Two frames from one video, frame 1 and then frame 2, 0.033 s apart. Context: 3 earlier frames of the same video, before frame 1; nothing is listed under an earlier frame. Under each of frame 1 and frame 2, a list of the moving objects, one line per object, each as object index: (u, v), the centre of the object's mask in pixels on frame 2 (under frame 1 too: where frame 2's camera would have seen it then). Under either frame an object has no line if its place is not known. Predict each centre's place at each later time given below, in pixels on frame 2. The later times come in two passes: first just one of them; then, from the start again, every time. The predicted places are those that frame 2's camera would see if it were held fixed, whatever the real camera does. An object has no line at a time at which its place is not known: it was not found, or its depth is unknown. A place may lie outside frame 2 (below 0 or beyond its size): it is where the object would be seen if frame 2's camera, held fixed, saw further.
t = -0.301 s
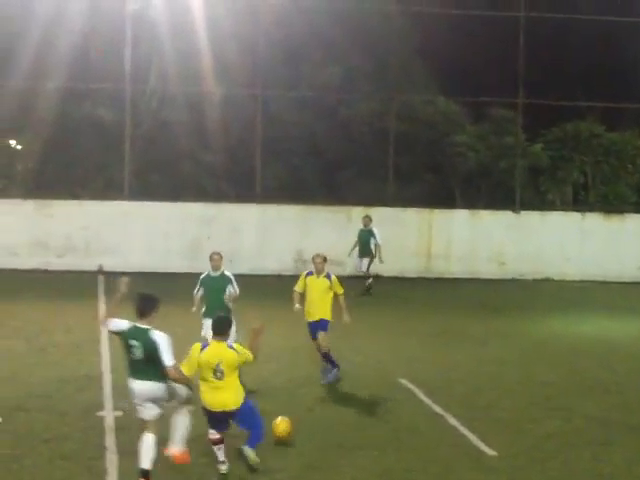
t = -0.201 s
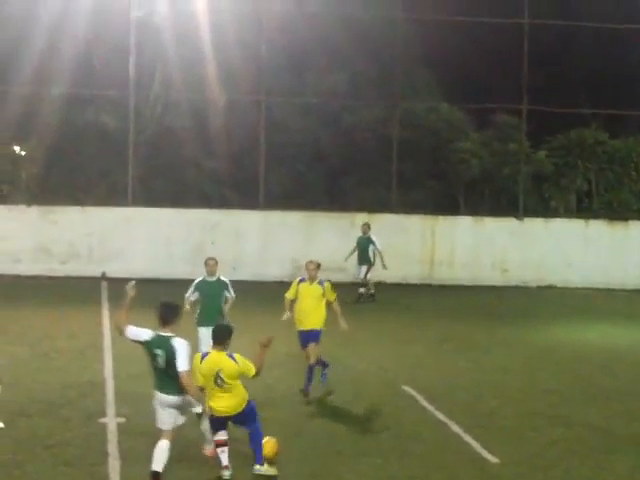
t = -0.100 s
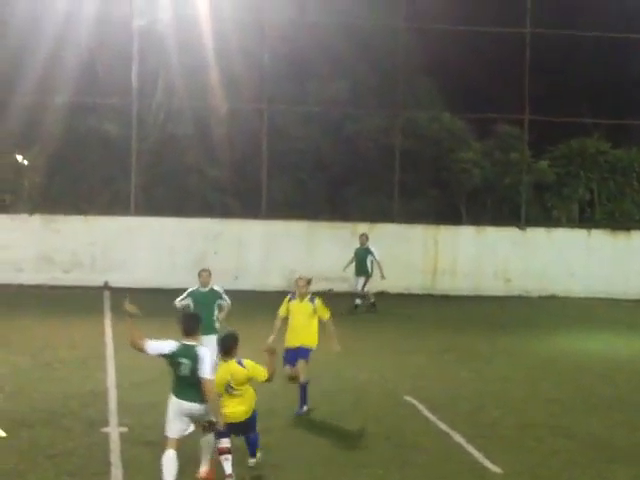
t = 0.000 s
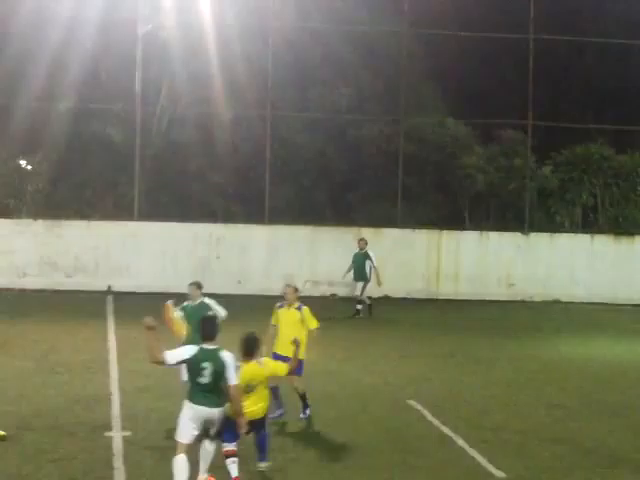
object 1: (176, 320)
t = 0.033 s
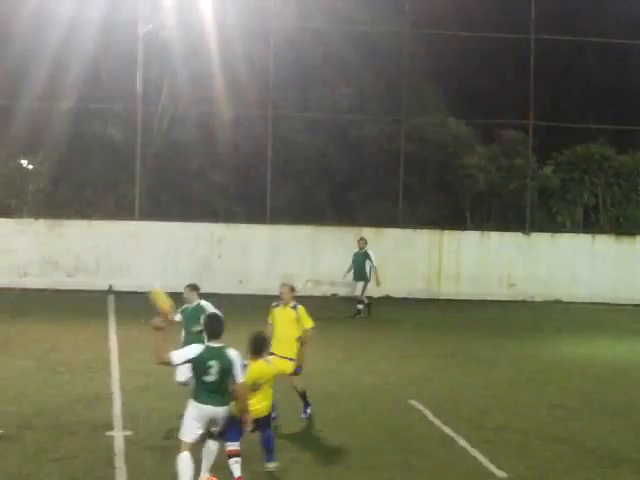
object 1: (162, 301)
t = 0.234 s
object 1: (70, 198)
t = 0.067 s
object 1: (144, 279)
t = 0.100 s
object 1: (129, 259)
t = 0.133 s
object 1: (114, 241)
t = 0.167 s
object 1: (97, 223)
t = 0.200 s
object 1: (82, 209)
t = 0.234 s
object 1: (70, 198)
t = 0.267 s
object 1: (56, 186)
